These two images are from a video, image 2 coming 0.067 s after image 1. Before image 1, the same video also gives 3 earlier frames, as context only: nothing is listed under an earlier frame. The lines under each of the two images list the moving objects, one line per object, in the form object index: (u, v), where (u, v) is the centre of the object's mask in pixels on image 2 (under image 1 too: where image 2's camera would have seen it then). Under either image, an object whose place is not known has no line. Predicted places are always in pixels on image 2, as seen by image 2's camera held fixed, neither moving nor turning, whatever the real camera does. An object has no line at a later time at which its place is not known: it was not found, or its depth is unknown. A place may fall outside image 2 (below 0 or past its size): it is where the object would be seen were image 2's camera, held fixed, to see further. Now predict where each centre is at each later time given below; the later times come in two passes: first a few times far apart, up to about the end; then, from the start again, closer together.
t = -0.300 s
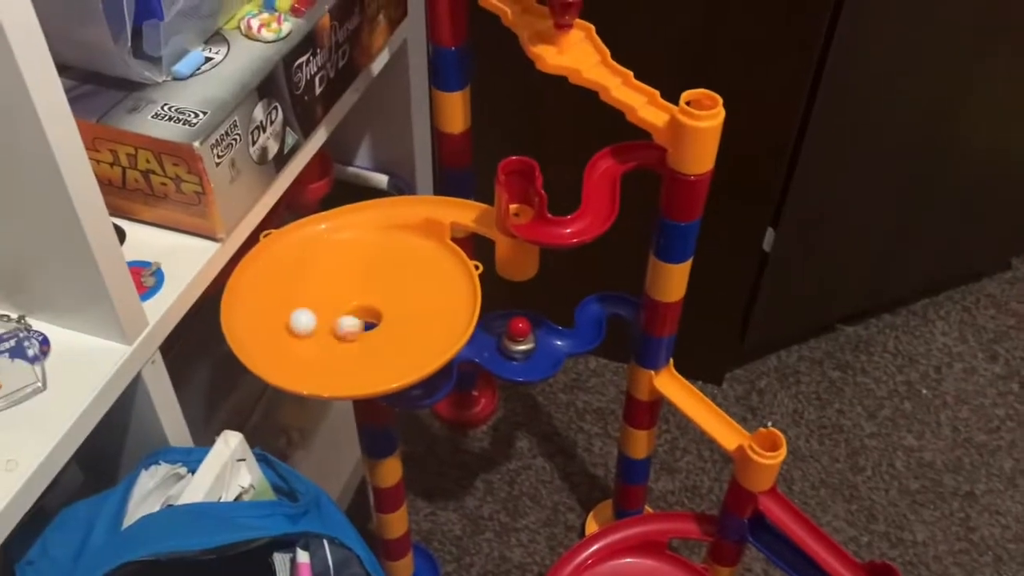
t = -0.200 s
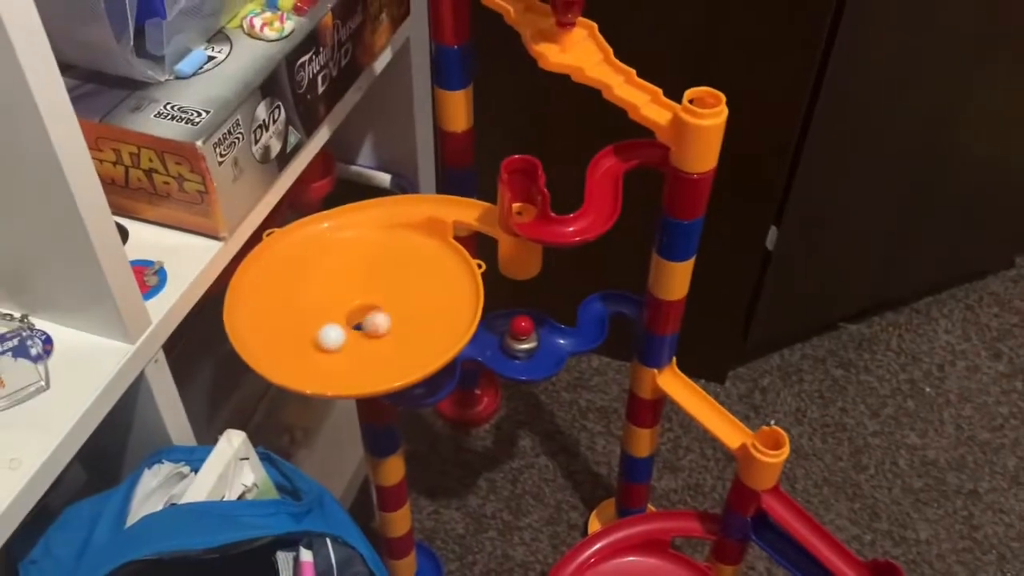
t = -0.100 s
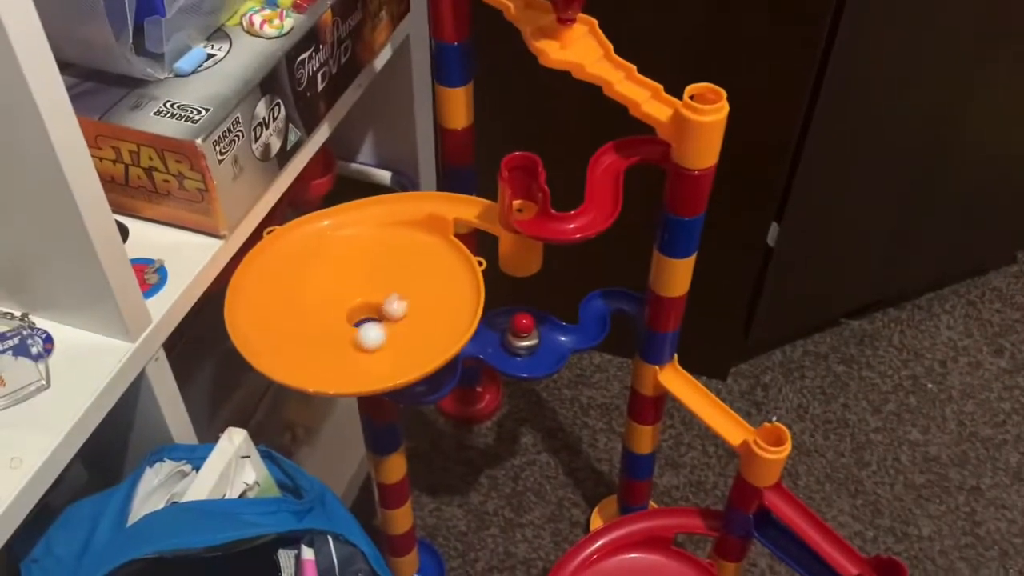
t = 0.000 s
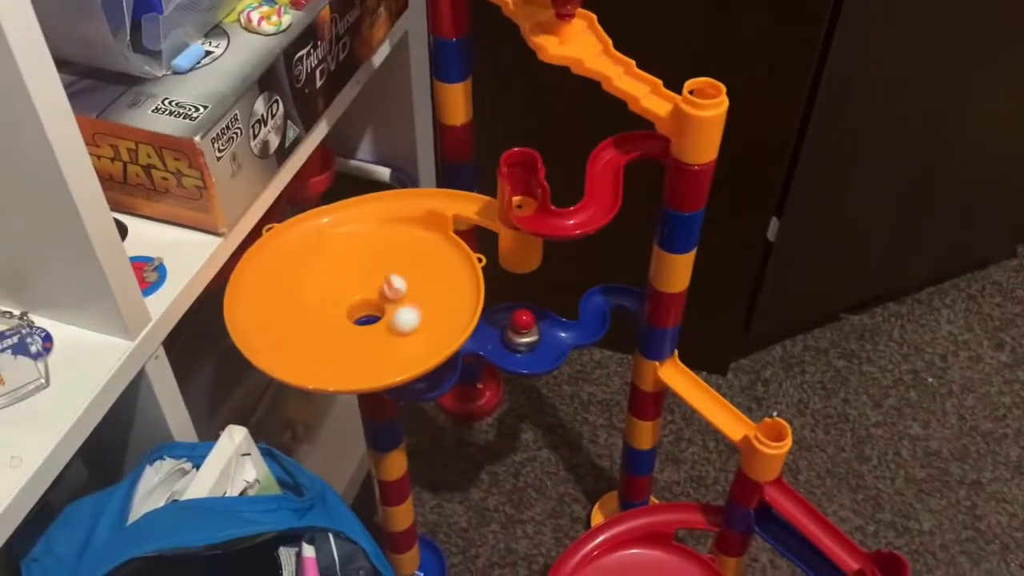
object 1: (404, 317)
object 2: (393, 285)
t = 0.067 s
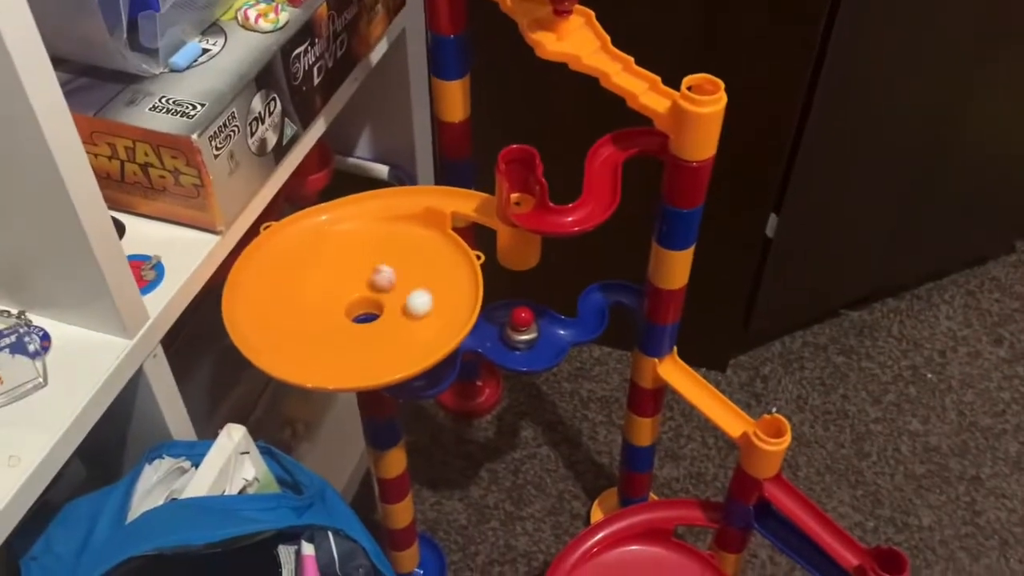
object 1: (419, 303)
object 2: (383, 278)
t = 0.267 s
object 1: (415, 262)
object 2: (342, 282)
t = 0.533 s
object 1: (340, 258)
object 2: (358, 315)
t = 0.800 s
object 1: (315, 309)
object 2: (387, 287)
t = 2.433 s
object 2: (564, 335)
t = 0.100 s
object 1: (423, 295)
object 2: (377, 276)
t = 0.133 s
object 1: (425, 287)
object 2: (370, 276)
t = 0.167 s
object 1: (425, 280)
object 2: (362, 275)
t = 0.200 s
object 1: (423, 274)
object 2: (354, 277)
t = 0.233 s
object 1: (420, 267)
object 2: (348, 279)
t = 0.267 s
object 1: (415, 262)
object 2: (342, 282)
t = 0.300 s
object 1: (408, 258)
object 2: (338, 285)
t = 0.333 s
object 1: (400, 254)
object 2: (335, 290)
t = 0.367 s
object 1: (391, 252)
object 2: (333, 295)
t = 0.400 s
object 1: (380, 251)
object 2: (334, 301)
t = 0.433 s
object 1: (370, 250)
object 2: (337, 307)
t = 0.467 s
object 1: (360, 252)
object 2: (342, 311)
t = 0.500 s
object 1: (350, 254)
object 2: (350, 314)
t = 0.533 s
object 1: (340, 258)
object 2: (358, 315)
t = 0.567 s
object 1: (331, 262)
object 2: (366, 314)
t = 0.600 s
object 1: (323, 267)
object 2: (374, 313)
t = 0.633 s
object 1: (317, 273)
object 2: (381, 309)
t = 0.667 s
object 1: (312, 280)
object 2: (387, 304)
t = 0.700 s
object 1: (310, 287)
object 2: (390, 300)
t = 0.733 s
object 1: (309, 295)
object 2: (392, 294)
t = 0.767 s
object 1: (310, 302)
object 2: (390, 292)
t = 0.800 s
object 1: (315, 309)
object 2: (387, 287)
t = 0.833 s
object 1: (322, 315)
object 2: (384, 283)
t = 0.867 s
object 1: (331, 321)
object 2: (379, 280)
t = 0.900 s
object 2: (371, 279)
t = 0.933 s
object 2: (364, 279)
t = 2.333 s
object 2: (536, 313)
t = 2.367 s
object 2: (543, 320)
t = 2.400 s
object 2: (551, 328)
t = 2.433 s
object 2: (564, 335)
